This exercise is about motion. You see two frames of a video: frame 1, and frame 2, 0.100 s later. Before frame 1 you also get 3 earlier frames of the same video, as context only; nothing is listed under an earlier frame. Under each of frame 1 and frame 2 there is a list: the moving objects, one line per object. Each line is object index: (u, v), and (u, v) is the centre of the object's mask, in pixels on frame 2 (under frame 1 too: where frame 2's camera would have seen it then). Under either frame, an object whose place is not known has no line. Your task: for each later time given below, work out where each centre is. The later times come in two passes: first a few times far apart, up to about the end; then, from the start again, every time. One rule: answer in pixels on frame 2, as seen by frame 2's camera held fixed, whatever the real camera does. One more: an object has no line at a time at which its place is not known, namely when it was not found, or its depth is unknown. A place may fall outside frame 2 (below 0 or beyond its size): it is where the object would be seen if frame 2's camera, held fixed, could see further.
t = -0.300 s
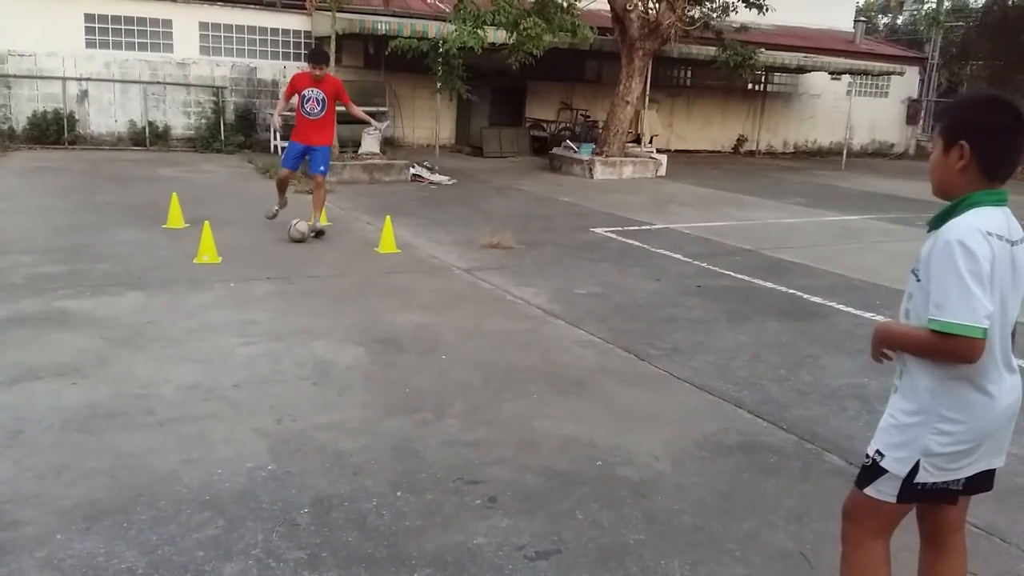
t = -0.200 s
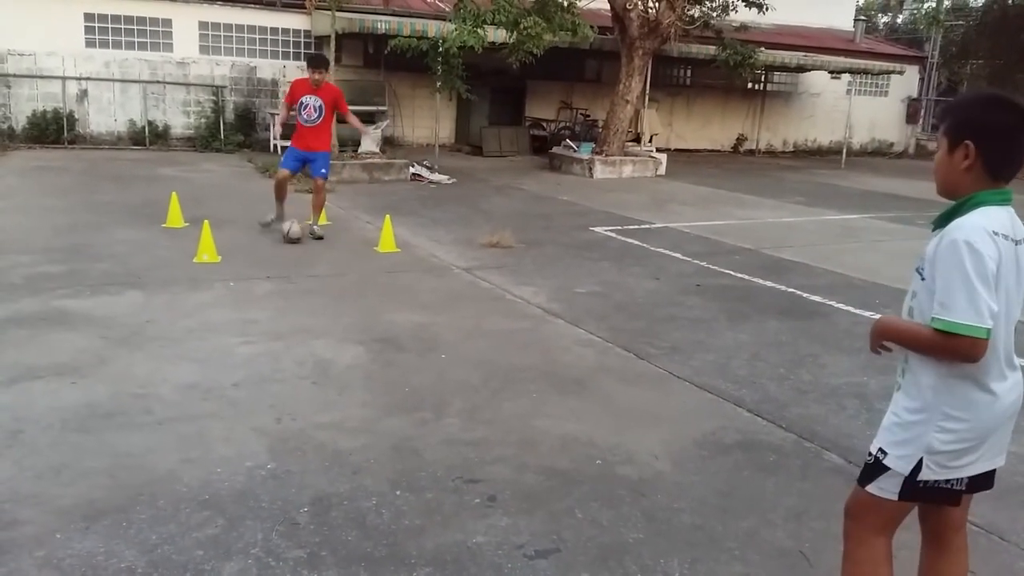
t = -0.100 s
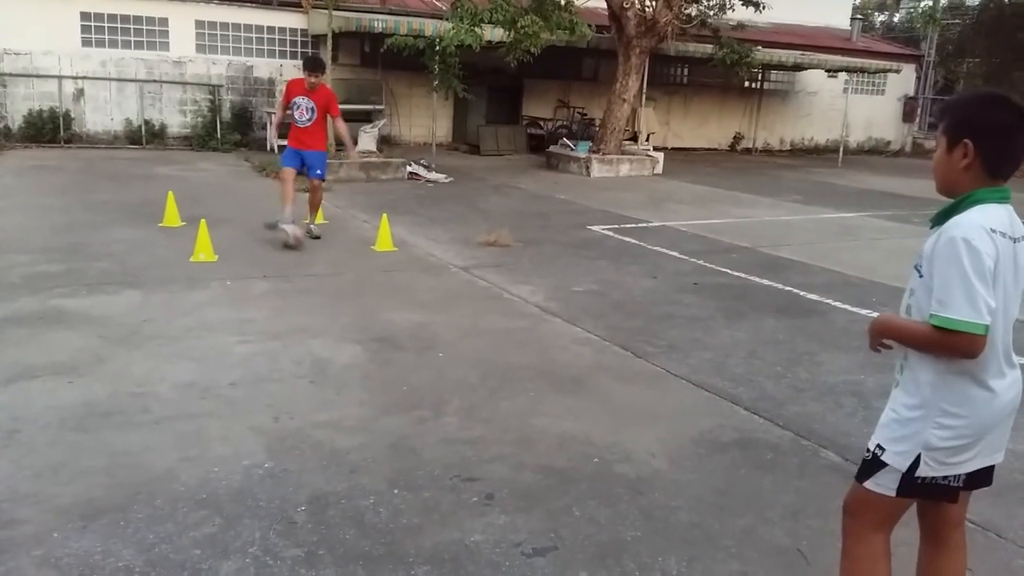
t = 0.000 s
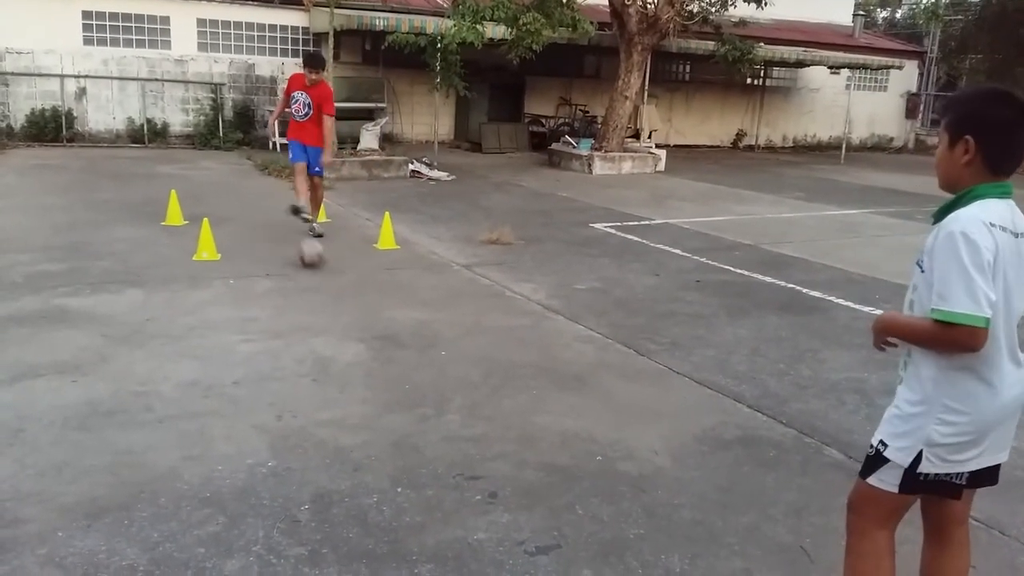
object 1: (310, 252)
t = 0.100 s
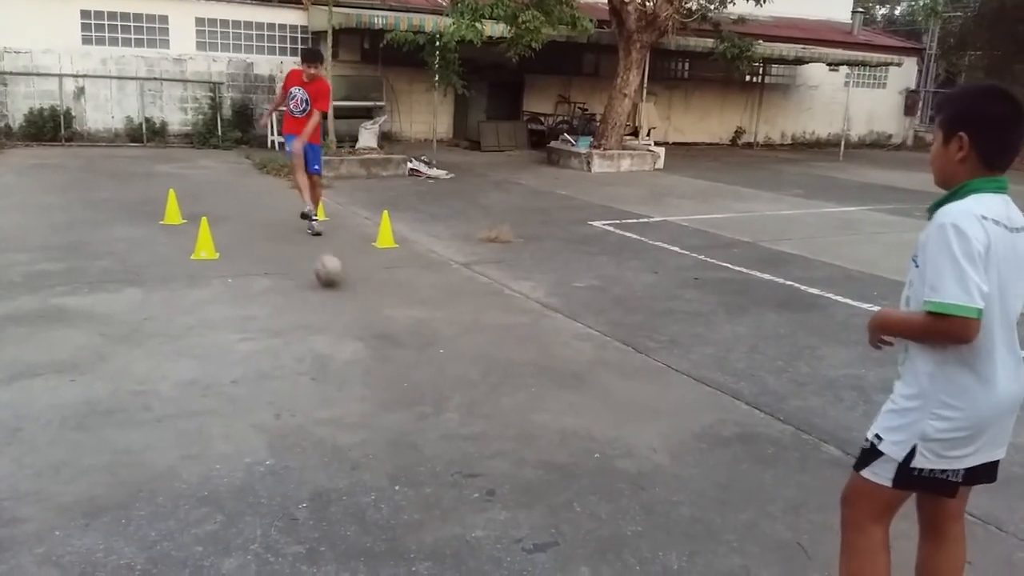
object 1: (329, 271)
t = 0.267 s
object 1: (368, 307)
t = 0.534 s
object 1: (454, 384)
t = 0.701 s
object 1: (540, 466)
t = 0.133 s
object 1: (337, 279)
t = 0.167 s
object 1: (344, 285)
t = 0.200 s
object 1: (351, 293)
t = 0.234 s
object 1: (360, 300)
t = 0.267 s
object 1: (368, 307)
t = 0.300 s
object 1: (376, 315)
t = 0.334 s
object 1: (384, 322)
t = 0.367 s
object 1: (394, 331)
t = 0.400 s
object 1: (406, 341)
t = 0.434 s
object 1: (416, 351)
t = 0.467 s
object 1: (428, 361)
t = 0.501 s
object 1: (440, 373)
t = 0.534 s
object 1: (454, 384)
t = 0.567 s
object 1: (470, 399)
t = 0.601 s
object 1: (486, 413)
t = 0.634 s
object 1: (502, 427)
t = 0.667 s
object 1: (522, 446)
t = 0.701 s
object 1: (540, 466)
